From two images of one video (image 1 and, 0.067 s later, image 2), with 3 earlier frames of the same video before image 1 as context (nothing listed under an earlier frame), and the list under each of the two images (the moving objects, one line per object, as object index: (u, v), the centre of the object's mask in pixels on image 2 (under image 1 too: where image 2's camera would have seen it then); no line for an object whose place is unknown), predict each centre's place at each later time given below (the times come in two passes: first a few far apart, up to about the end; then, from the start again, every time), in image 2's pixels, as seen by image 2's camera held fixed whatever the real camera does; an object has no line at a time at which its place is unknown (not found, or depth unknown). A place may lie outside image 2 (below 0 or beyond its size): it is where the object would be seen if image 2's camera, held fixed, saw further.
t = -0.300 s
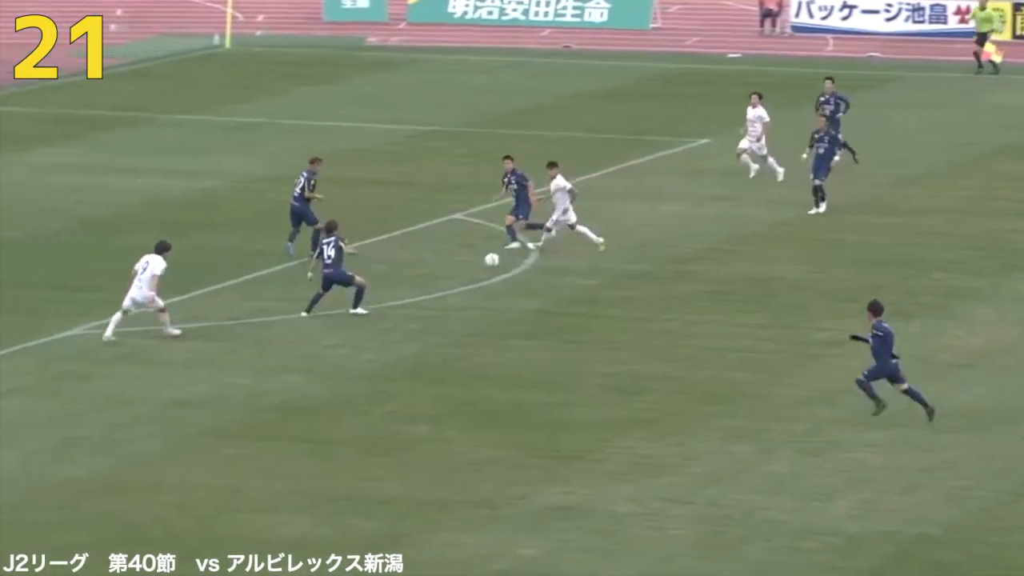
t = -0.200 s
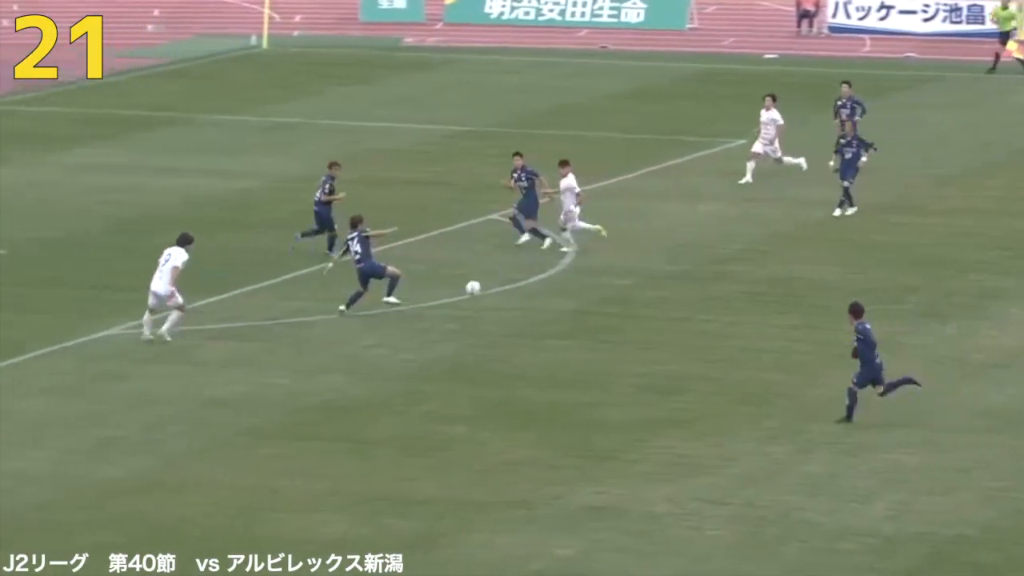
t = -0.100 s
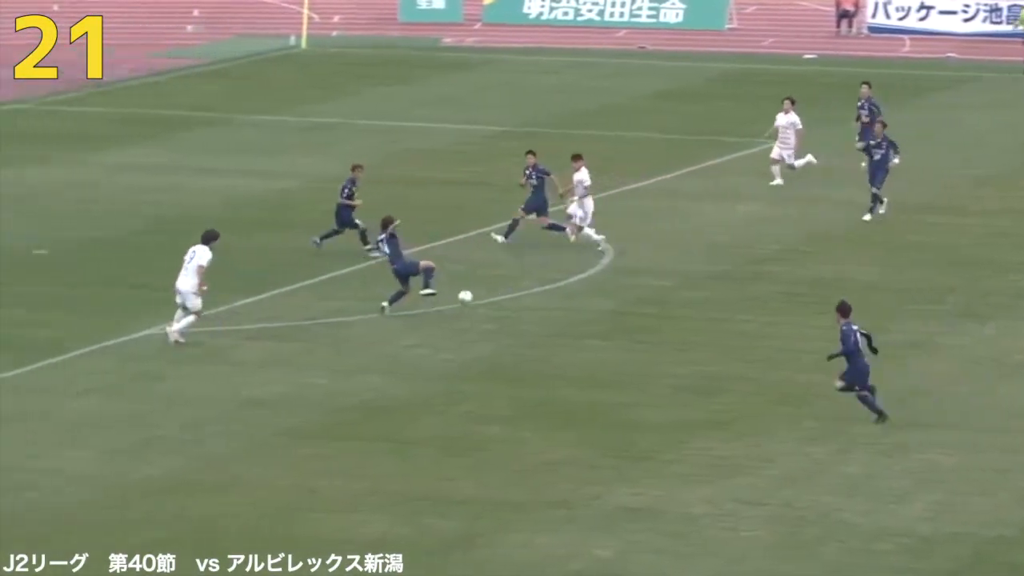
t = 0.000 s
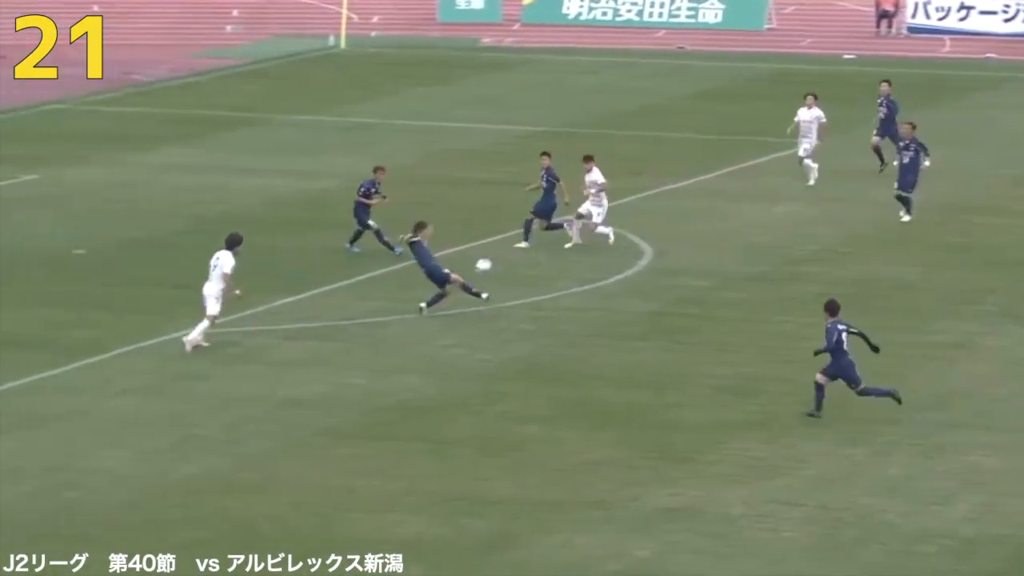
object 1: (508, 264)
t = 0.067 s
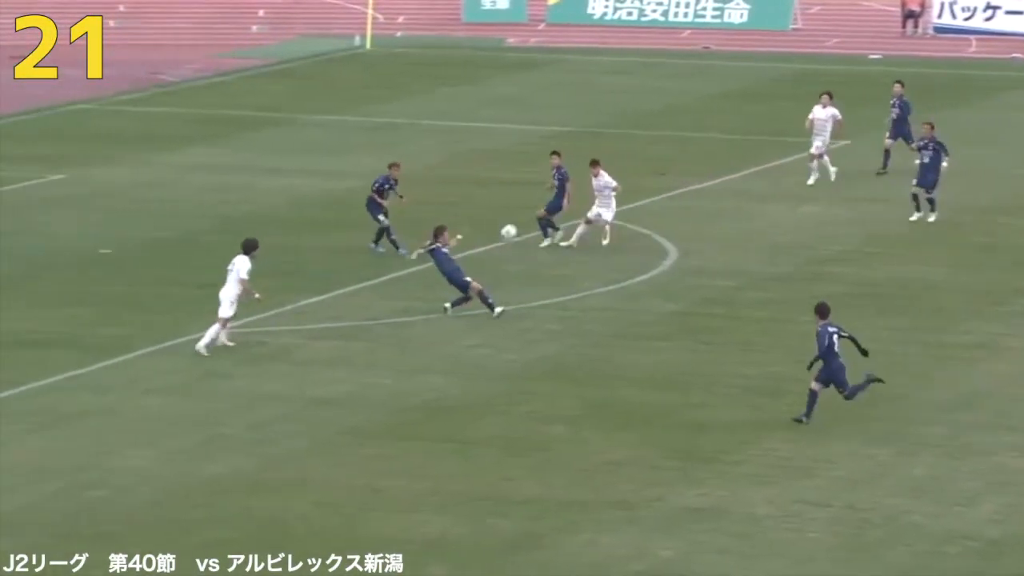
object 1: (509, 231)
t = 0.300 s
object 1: (509, 137)
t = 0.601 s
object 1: (505, 72)
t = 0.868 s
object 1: (498, 60)
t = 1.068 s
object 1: (492, 79)
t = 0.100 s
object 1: (509, 216)
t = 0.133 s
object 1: (509, 200)
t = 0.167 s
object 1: (509, 186)
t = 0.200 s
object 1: (509, 173)
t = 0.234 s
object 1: (509, 161)
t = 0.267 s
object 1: (509, 149)
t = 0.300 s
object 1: (509, 137)
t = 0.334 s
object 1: (509, 127)
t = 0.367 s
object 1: (509, 118)
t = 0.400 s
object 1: (508, 109)
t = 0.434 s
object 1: (508, 101)
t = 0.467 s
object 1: (507, 94)
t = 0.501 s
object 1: (506, 87)
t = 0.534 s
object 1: (507, 81)
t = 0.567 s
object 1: (506, 76)
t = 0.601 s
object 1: (505, 72)
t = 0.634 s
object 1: (504, 68)
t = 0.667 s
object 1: (504, 65)
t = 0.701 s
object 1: (503, 62)
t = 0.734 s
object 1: (502, 61)
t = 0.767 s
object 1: (501, 59)
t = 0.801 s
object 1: (500, 59)
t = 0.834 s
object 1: (500, 59)
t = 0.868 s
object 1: (498, 60)
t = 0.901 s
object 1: (497, 62)
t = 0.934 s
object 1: (497, 64)
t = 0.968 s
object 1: (495, 67)
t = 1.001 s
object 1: (495, 70)
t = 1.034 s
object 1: (493, 74)
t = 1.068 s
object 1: (492, 79)
